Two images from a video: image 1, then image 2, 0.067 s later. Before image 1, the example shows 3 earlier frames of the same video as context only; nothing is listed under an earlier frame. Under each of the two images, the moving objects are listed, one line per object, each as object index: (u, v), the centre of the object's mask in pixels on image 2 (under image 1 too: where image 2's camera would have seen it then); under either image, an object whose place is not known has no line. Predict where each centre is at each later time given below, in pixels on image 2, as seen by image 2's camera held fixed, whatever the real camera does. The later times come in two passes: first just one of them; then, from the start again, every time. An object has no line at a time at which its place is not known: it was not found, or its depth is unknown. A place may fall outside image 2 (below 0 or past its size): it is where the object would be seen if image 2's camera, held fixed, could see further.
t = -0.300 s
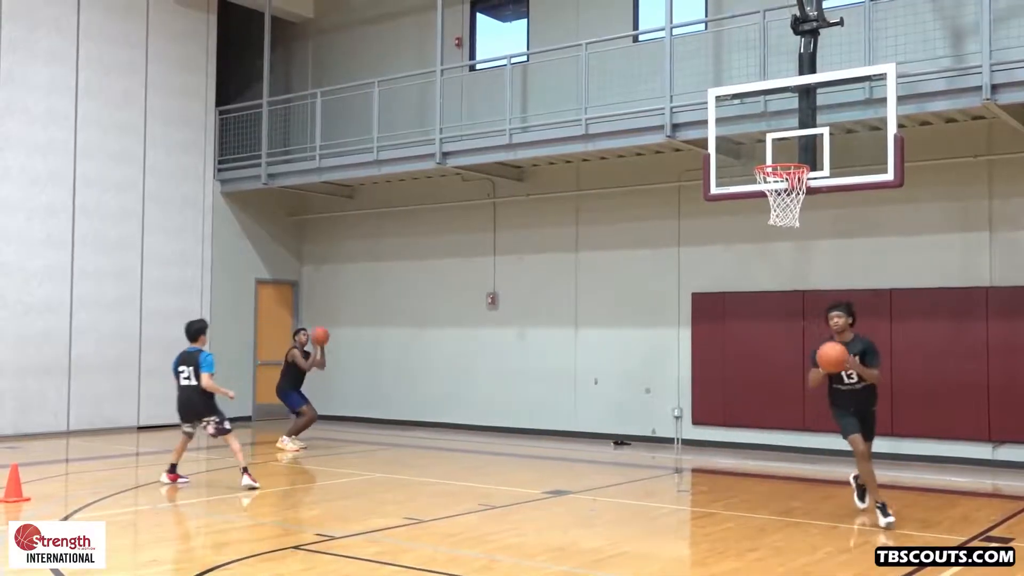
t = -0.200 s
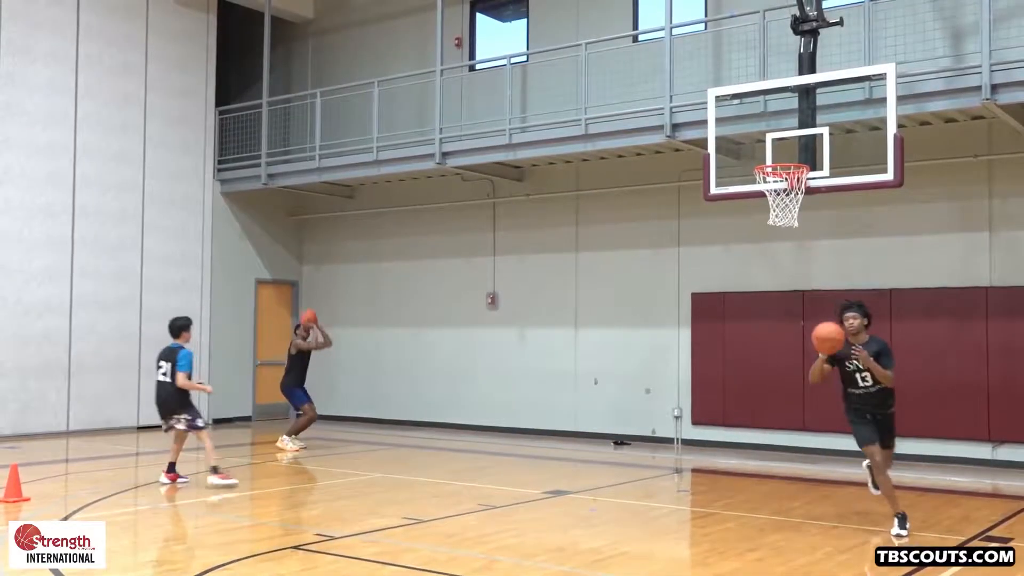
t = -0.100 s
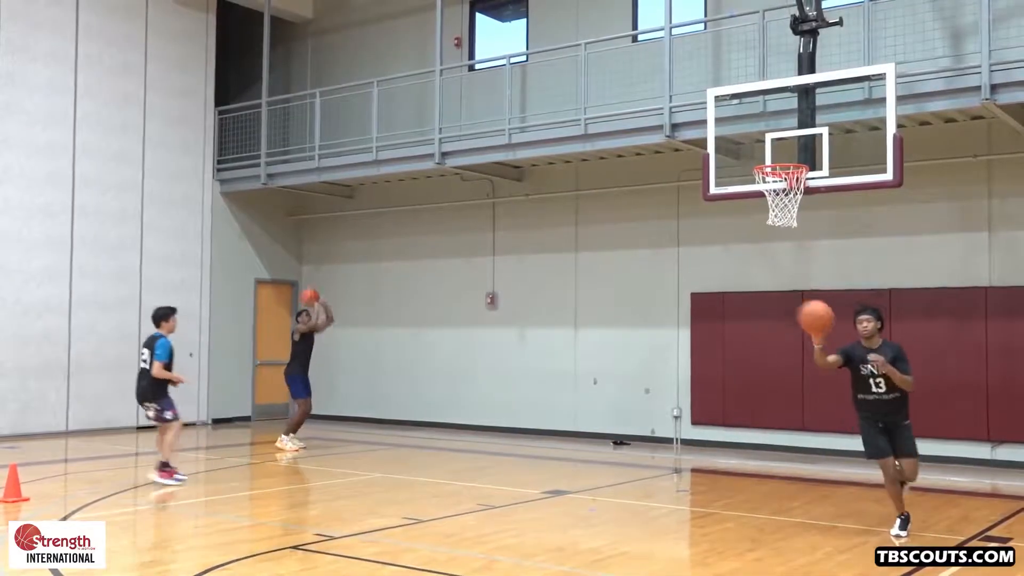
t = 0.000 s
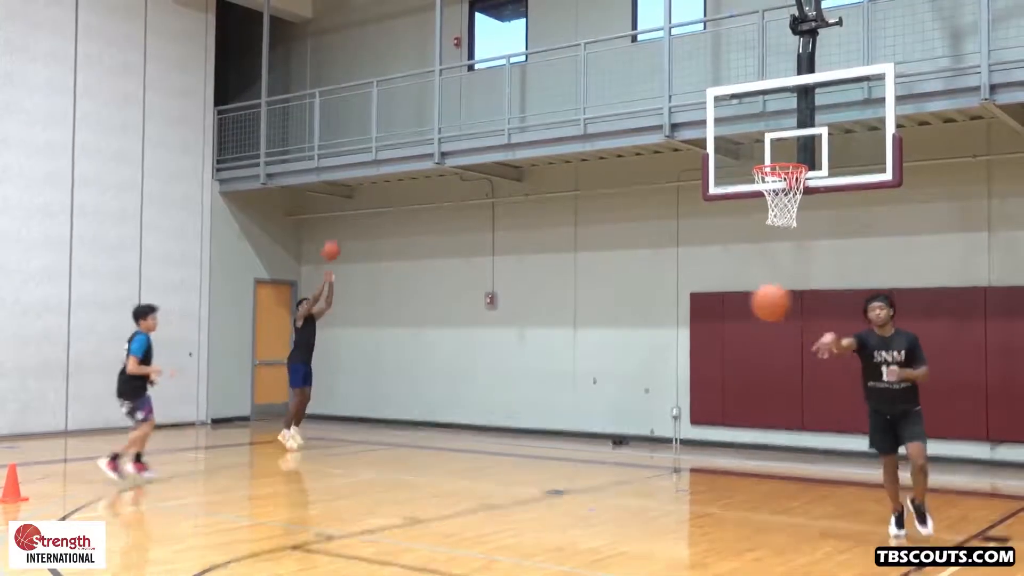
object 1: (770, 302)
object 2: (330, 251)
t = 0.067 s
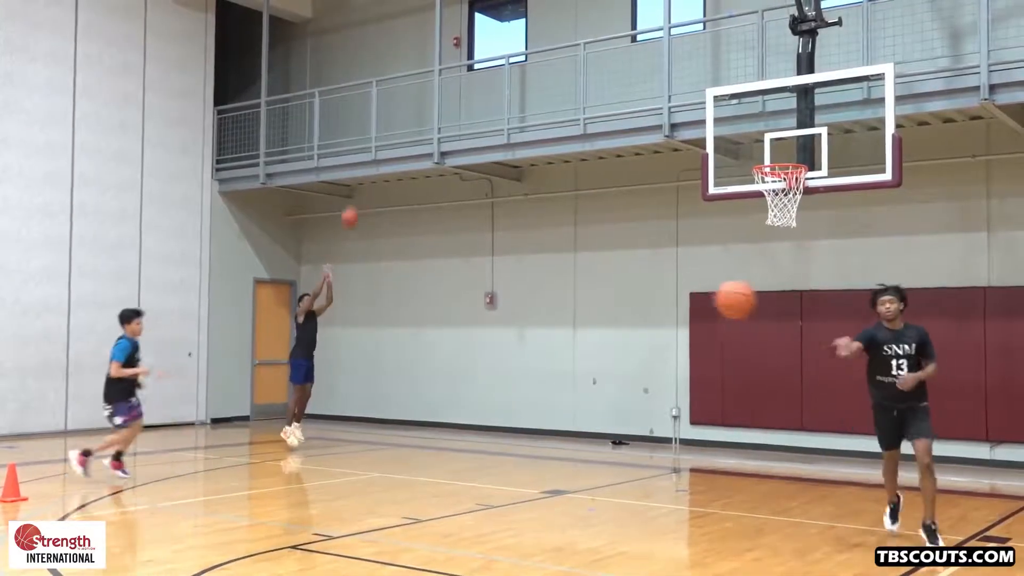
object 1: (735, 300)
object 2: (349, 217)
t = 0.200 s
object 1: (649, 316)
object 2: (388, 160)
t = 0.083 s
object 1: (726, 300)
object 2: (353, 210)
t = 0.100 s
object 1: (716, 301)
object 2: (358, 201)
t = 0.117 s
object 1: (706, 302)
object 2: (363, 194)
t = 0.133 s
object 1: (696, 304)
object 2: (367, 187)
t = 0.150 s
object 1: (685, 306)
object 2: (374, 180)
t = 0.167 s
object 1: (673, 308)
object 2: (378, 173)
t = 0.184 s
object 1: (660, 312)
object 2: (383, 167)
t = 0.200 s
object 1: (649, 316)
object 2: (388, 160)
